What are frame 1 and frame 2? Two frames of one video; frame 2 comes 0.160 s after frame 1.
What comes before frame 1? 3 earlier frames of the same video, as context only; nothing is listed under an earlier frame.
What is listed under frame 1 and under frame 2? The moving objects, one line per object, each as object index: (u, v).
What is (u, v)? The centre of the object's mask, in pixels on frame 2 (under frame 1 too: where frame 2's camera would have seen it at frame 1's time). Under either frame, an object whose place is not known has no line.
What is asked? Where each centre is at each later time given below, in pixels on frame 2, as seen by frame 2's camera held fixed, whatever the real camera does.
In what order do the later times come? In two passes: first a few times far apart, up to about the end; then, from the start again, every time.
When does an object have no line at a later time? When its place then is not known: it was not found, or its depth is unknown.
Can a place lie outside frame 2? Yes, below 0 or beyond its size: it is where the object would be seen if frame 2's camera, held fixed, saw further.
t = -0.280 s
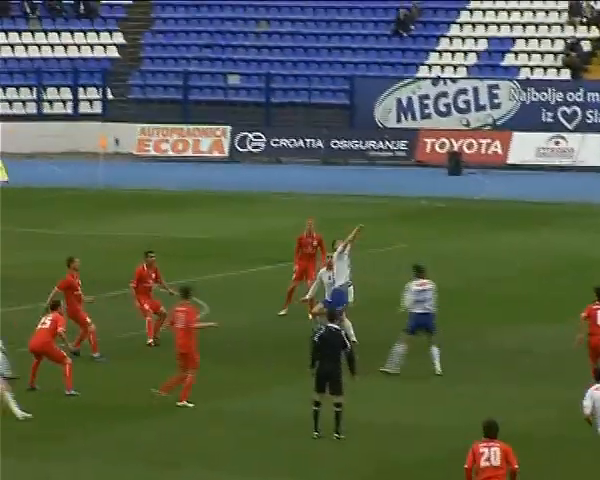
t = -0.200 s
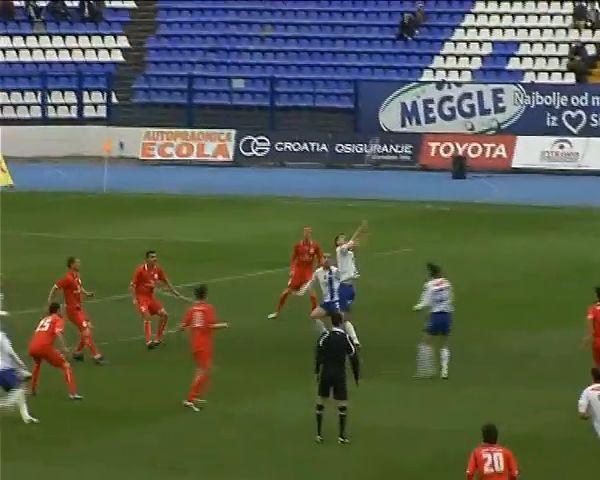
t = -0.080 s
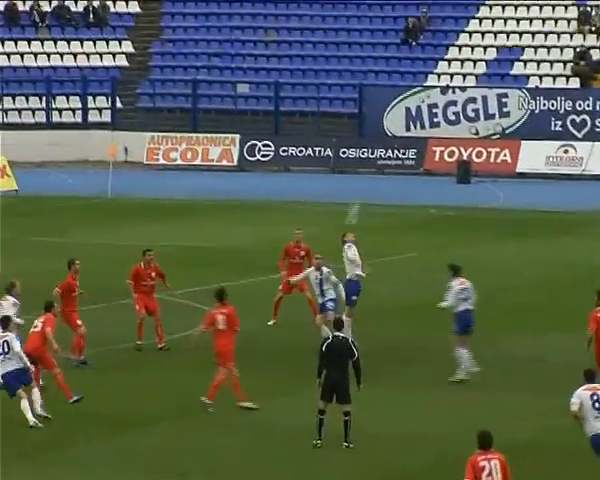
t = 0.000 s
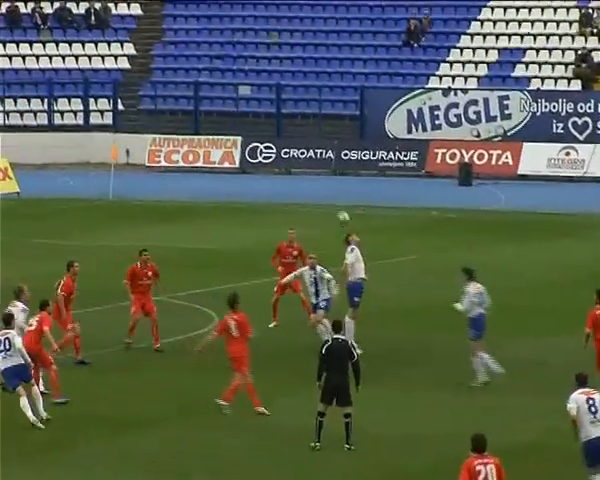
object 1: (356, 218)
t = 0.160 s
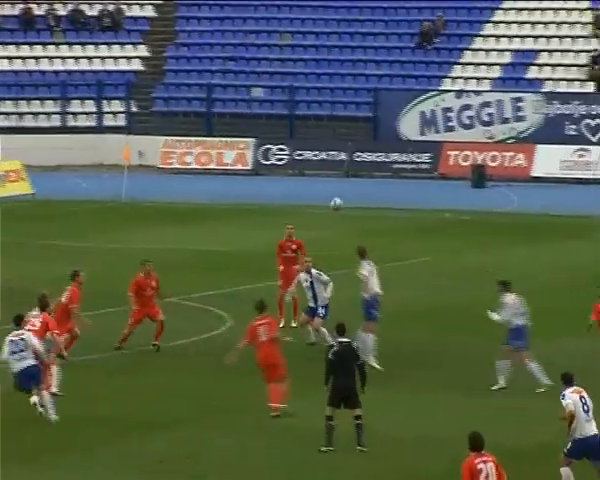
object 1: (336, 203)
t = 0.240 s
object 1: (327, 201)
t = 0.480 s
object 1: (302, 219)
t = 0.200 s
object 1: (331, 201)
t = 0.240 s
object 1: (327, 201)
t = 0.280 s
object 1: (322, 202)
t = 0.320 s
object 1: (318, 203)
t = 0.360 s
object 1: (314, 206)
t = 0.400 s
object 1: (309, 209)
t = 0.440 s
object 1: (306, 214)
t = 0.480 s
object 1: (302, 219)
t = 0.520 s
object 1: (298, 225)
